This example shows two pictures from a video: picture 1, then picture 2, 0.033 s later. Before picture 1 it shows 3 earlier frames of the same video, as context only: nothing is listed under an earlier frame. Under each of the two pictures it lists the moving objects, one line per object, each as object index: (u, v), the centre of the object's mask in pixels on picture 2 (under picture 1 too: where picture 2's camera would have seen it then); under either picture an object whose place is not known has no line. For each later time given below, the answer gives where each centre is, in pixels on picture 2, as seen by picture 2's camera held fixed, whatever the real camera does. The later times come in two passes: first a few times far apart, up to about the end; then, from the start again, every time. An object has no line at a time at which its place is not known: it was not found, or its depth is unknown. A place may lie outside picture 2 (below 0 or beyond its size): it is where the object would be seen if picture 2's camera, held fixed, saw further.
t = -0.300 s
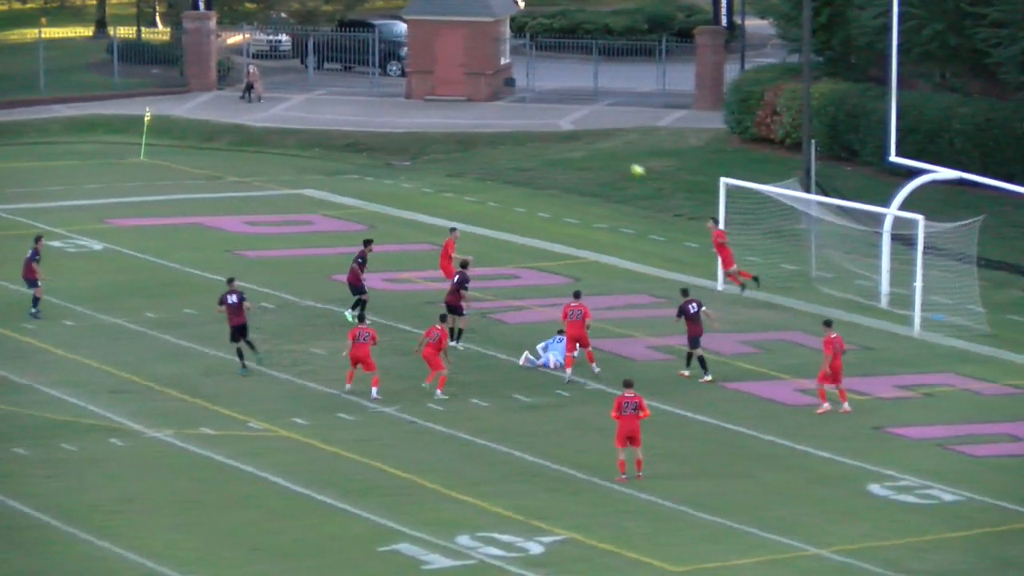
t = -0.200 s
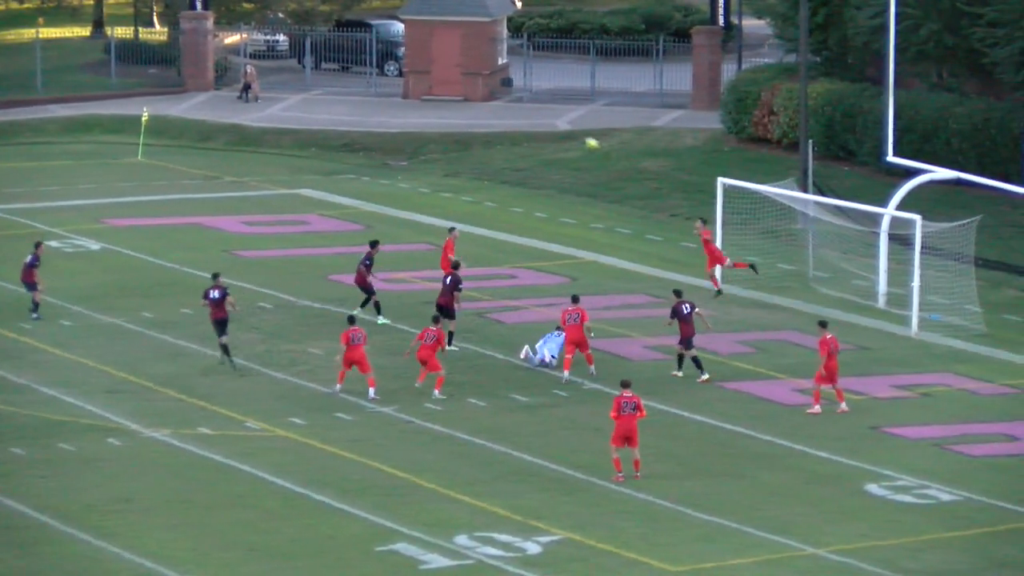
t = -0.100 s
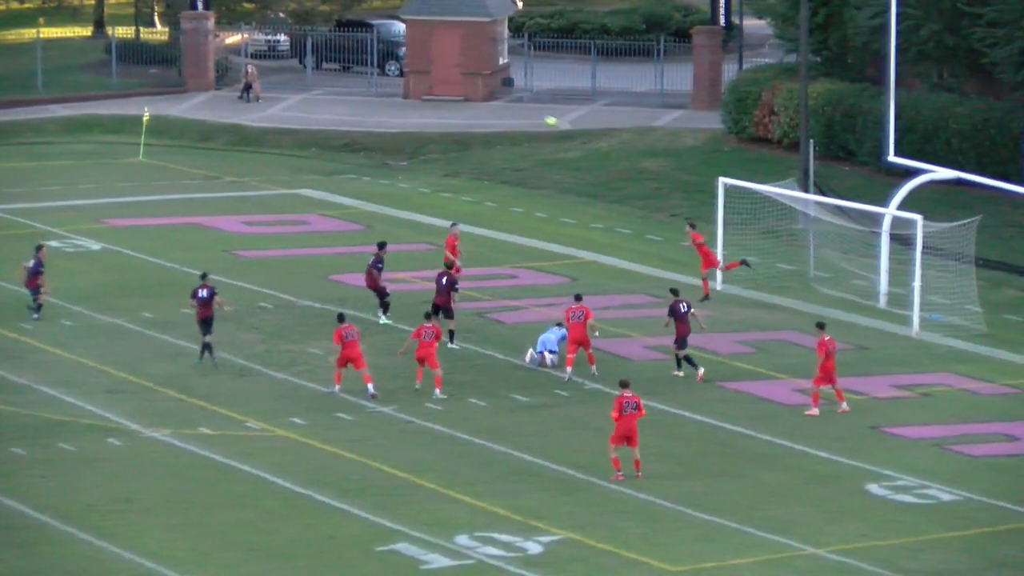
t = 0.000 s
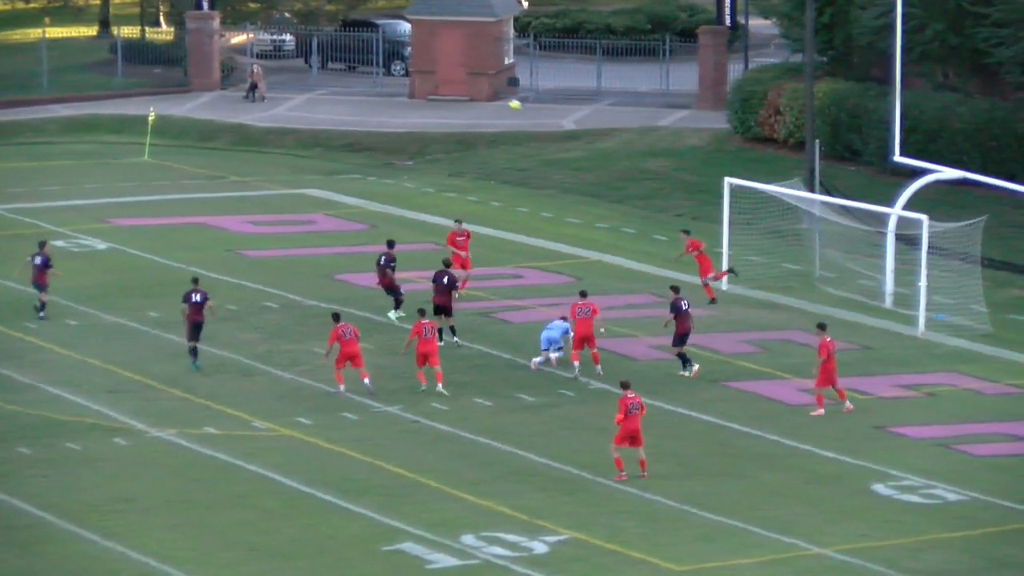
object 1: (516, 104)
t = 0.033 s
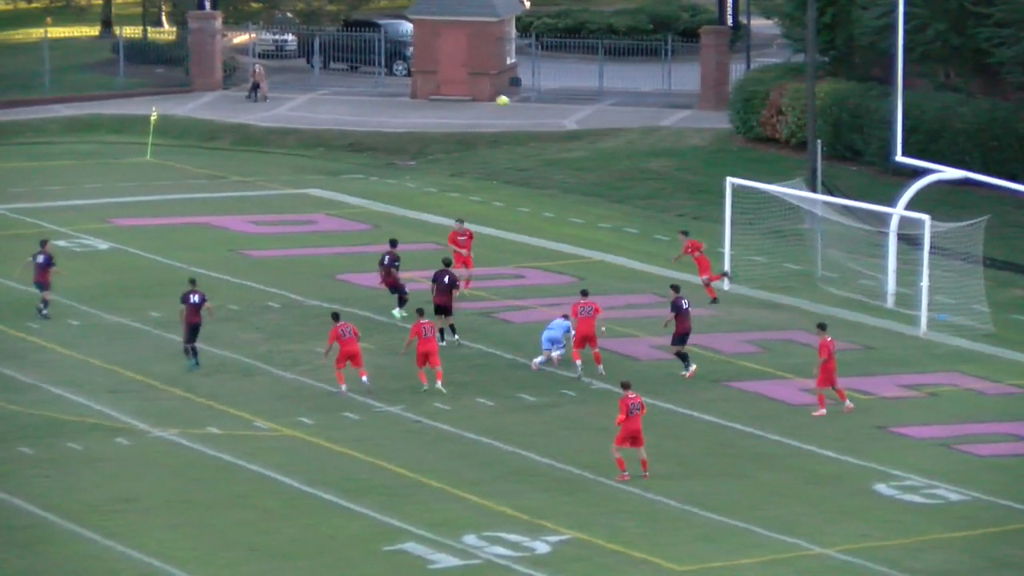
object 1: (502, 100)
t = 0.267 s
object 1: (410, 85)
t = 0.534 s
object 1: (309, 99)
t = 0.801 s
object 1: (212, 144)
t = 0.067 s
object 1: (489, 97)
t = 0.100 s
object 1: (476, 94)
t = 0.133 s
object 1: (462, 91)
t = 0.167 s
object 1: (449, 89)
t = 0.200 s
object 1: (436, 87)
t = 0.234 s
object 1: (423, 86)
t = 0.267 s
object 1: (410, 85)
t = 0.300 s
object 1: (397, 85)
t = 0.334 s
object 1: (384, 86)
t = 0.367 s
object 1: (372, 86)
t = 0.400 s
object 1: (359, 88)
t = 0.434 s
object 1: (346, 90)
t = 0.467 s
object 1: (334, 92)
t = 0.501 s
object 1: (322, 96)
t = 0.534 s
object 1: (309, 99)
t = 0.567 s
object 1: (297, 103)
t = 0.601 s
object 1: (285, 107)
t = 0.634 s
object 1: (273, 111)
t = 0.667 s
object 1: (260, 117)
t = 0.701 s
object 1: (248, 123)
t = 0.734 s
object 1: (236, 129)
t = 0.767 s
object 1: (224, 136)
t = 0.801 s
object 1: (212, 144)
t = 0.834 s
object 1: (200, 151)
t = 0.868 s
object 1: (188, 159)
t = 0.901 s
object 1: (177, 168)
